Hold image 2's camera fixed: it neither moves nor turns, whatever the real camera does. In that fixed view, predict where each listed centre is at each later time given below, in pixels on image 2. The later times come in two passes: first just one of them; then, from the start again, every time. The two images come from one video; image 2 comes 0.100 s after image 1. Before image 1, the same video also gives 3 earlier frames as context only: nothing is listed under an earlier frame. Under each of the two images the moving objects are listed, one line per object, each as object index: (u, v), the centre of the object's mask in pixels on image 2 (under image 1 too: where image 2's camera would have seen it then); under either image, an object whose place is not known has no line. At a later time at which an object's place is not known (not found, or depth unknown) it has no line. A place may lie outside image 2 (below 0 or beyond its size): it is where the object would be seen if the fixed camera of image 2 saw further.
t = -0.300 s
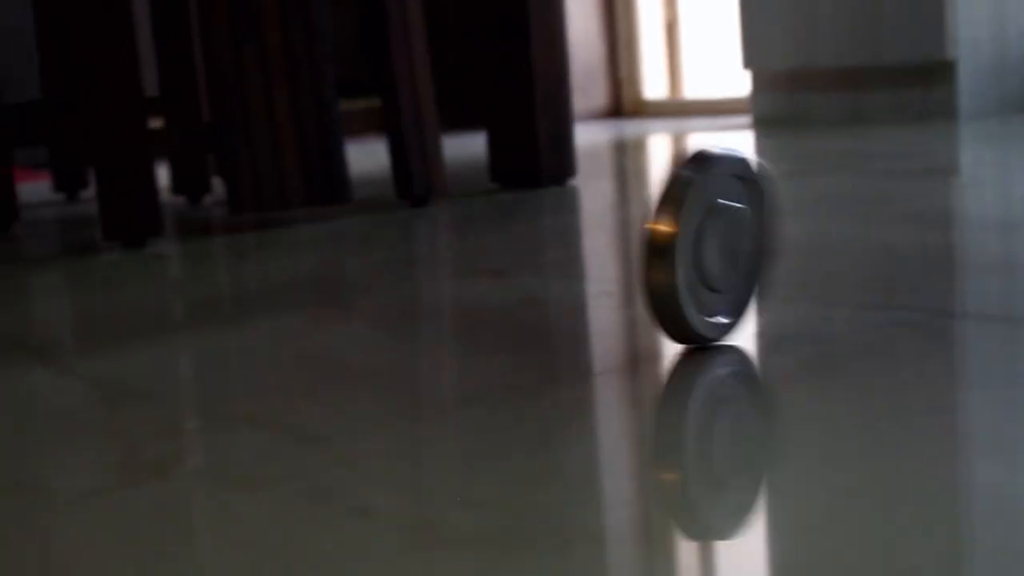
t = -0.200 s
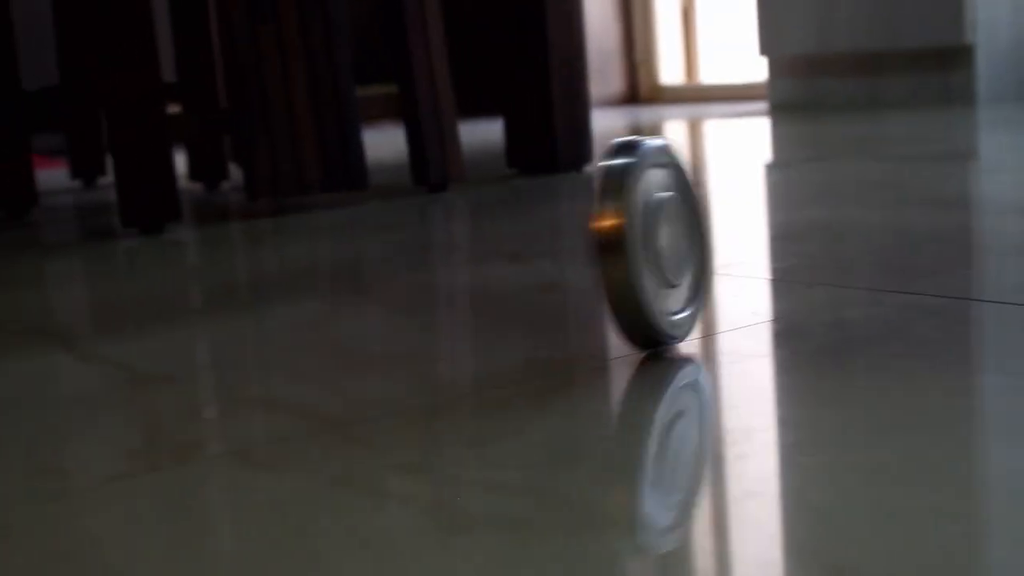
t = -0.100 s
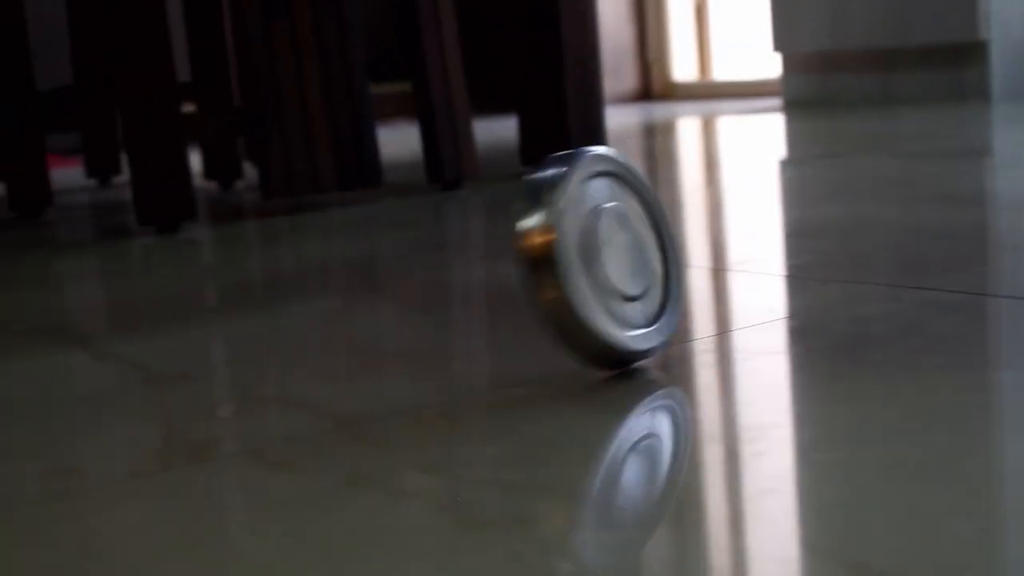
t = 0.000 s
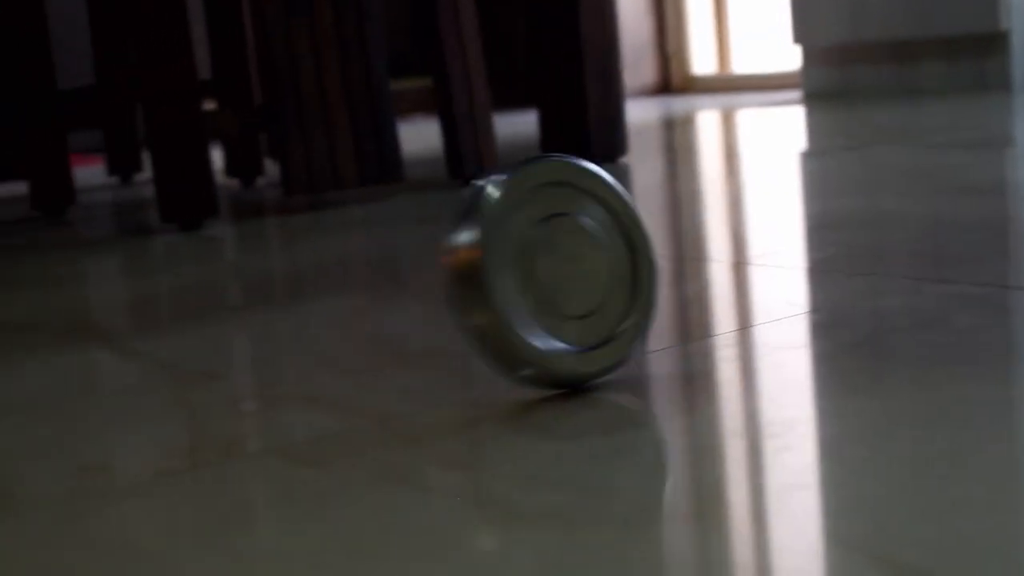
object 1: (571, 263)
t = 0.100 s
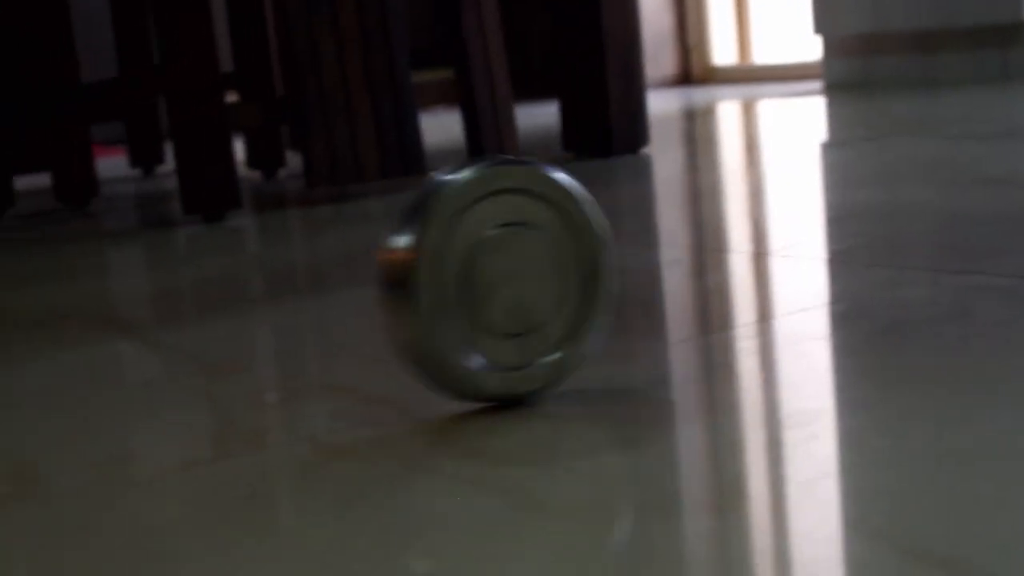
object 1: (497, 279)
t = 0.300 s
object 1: (353, 333)
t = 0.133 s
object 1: (469, 284)
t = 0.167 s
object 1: (444, 294)
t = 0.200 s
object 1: (420, 302)
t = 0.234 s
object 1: (396, 312)
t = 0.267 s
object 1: (374, 321)
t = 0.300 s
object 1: (353, 333)
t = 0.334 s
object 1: (343, 345)
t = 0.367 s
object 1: (337, 354)
